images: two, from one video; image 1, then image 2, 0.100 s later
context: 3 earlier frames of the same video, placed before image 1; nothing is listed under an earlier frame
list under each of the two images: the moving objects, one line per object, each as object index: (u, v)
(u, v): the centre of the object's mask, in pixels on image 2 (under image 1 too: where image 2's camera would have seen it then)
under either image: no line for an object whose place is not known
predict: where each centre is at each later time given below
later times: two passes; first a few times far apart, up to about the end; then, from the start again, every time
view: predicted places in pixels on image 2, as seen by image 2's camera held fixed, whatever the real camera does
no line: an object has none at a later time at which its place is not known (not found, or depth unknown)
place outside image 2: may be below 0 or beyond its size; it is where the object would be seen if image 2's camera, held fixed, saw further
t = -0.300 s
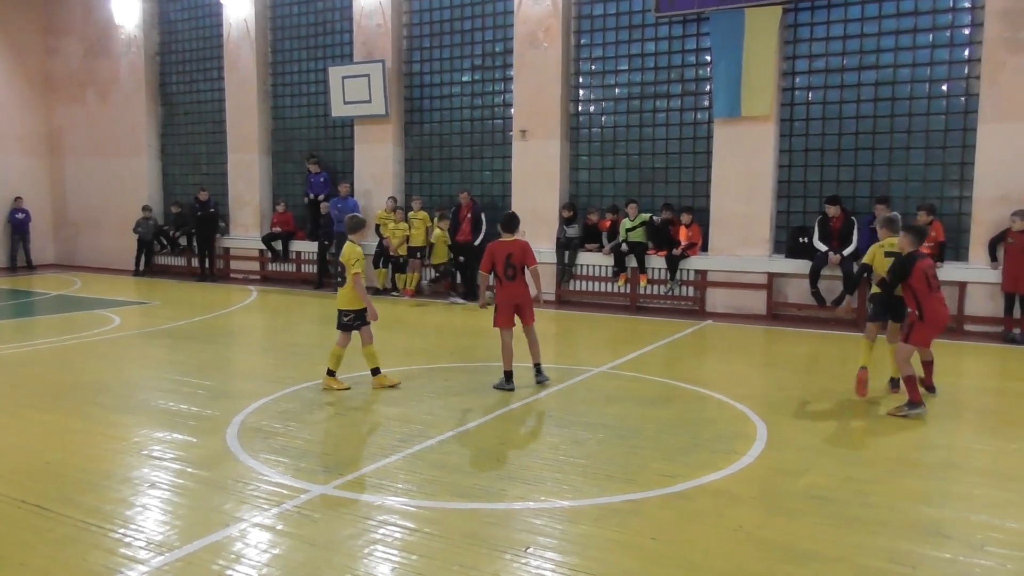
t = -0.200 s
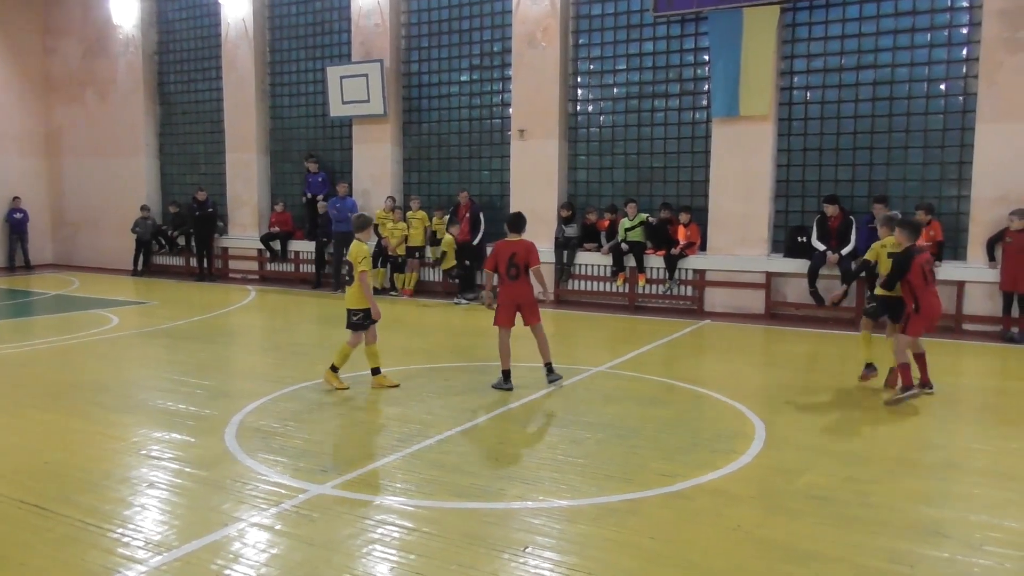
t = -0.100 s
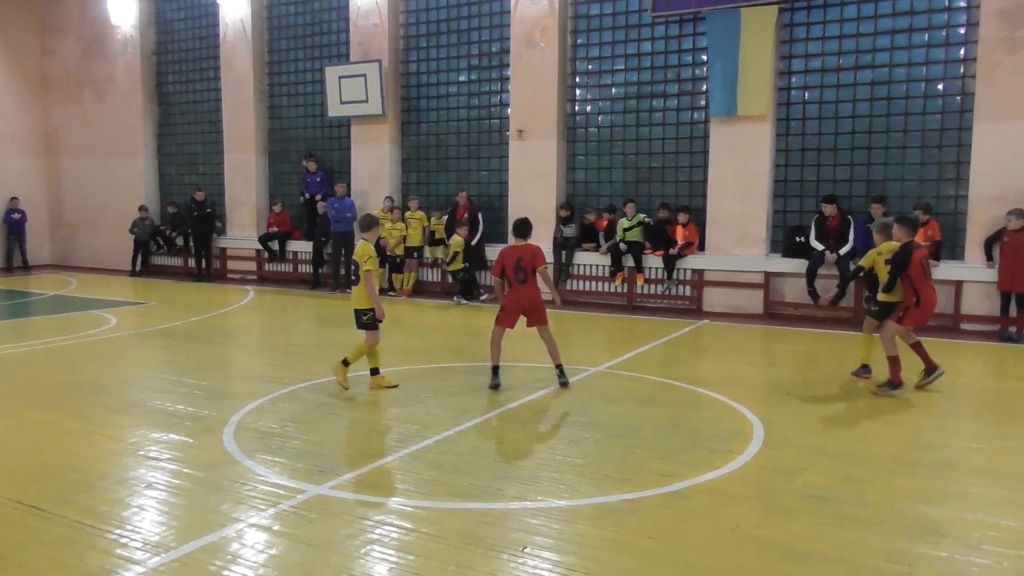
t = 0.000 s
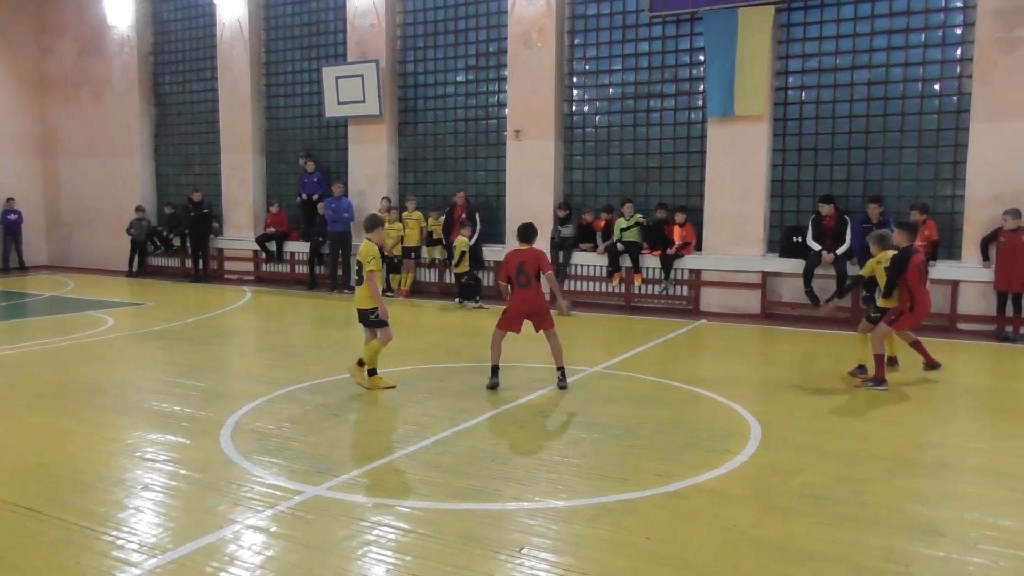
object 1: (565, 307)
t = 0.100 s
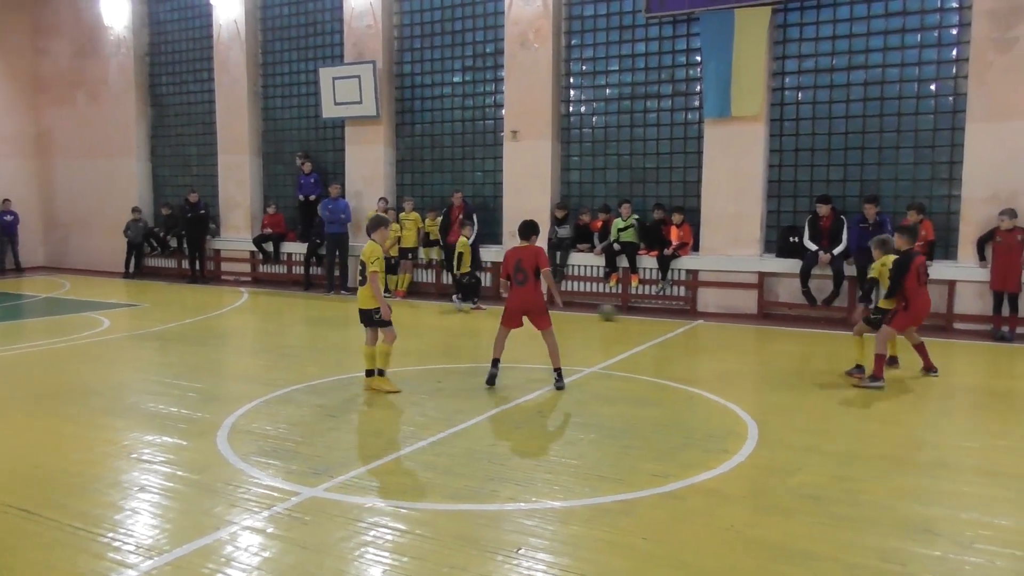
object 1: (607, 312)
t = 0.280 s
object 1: (689, 321)
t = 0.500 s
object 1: (788, 331)
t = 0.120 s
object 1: (616, 313)
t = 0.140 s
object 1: (625, 315)
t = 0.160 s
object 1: (635, 315)
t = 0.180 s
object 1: (644, 316)
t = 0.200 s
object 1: (652, 317)
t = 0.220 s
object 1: (662, 317)
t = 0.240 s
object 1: (671, 319)
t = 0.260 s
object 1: (680, 320)
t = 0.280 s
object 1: (689, 321)
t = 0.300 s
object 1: (698, 321)
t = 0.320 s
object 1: (707, 322)
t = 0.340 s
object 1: (716, 323)
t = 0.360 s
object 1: (725, 324)
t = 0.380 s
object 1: (734, 326)
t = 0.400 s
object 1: (743, 326)
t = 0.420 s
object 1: (752, 327)
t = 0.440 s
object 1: (761, 328)
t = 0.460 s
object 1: (769, 329)
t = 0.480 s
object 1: (779, 330)
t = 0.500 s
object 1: (788, 331)
